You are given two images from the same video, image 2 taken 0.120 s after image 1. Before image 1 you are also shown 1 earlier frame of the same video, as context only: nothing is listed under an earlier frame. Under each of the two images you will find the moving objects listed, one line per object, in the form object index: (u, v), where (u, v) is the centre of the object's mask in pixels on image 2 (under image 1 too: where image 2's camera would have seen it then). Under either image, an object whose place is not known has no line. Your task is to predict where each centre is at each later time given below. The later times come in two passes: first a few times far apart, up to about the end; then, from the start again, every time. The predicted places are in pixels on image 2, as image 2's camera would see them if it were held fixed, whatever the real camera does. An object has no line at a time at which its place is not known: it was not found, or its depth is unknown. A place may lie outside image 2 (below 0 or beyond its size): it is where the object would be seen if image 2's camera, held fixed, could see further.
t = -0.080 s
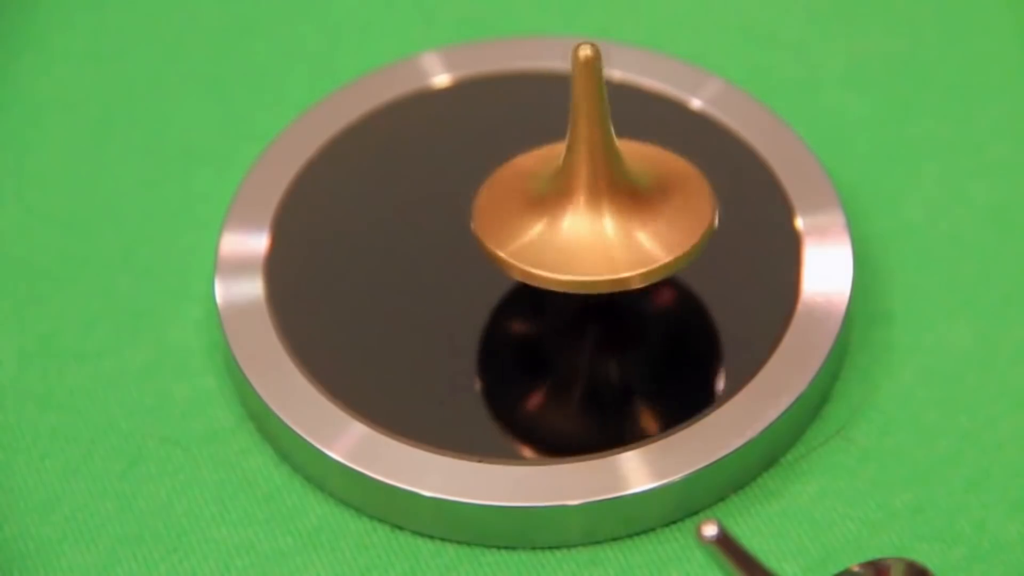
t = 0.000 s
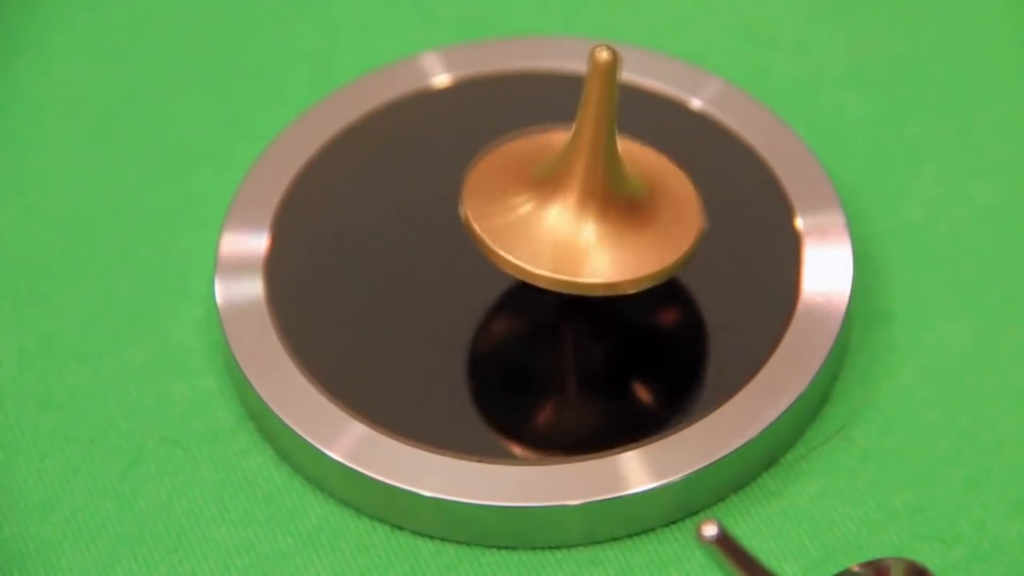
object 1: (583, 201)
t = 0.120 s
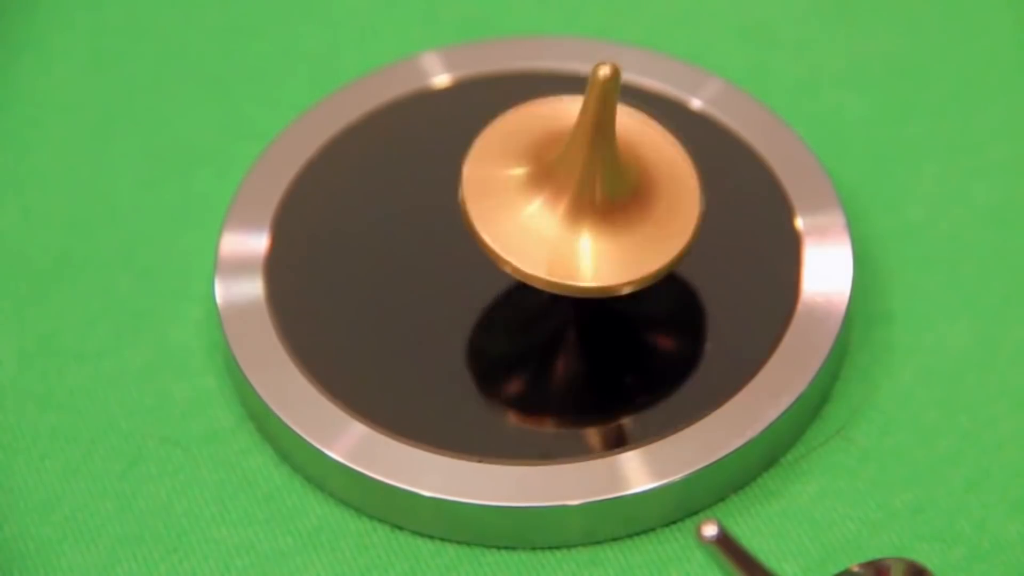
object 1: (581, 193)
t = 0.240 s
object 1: (596, 188)
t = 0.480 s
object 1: (586, 188)
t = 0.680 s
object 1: (583, 178)
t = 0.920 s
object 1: (588, 177)
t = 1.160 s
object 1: (570, 170)
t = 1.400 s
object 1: (578, 168)
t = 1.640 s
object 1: (556, 165)
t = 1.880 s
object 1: (564, 163)
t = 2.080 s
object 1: (543, 163)
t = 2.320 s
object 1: (550, 161)
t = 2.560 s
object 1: (530, 164)
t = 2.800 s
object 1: (535, 163)
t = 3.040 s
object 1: (517, 167)
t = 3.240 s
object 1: (521, 168)
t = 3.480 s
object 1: (512, 173)
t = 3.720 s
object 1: (512, 176)
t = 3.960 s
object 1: (505, 181)
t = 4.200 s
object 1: (506, 184)
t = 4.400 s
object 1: (505, 188)
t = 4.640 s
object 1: (502, 193)
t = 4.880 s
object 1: (505, 195)
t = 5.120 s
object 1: (505, 200)
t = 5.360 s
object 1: (508, 203)
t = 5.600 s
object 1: (510, 207)
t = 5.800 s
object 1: (515, 208)
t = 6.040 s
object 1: (515, 212)
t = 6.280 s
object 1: (522, 209)
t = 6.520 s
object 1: (524, 215)
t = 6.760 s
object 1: (529, 213)
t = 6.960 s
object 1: (530, 216)
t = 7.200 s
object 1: (537, 213)
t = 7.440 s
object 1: (539, 215)
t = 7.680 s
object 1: (543, 211)
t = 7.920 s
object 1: (547, 214)
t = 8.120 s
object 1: (549, 211)
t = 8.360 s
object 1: (551, 213)
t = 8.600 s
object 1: (552, 210)
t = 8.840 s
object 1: (556, 210)
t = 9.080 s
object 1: (555, 206)
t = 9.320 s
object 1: (561, 207)
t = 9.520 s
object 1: (559, 203)
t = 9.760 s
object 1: (564, 204)
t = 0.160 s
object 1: (586, 190)
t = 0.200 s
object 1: (591, 188)
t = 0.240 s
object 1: (596, 188)
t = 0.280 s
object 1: (599, 188)
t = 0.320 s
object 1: (600, 189)
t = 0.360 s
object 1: (599, 189)
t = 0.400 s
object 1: (597, 189)
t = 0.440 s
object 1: (592, 189)
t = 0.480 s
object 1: (586, 188)
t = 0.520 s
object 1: (581, 188)
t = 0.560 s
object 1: (578, 185)
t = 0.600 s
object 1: (577, 183)
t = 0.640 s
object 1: (579, 179)
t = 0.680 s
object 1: (583, 178)
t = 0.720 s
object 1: (587, 177)
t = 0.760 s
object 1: (590, 176)
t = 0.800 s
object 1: (592, 177)
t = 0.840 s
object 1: (593, 176)
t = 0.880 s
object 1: (592, 177)
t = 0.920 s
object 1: (588, 177)
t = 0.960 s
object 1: (583, 177)
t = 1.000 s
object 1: (577, 177)
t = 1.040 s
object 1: (572, 176)
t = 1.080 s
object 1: (569, 174)
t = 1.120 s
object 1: (568, 172)
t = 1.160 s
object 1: (570, 170)
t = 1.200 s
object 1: (573, 168)
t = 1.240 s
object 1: (576, 167)
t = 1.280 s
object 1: (579, 167)
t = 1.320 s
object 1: (580, 167)
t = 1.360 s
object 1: (580, 168)
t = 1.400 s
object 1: (578, 168)
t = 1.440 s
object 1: (574, 168)
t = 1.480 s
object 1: (568, 169)
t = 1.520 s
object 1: (563, 169)
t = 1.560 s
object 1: (558, 168)
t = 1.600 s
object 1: (556, 166)
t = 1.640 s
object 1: (556, 165)
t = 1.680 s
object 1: (558, 163)
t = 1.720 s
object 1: (561, 162)
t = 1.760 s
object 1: (563, 162)
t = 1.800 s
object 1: (565, 162)
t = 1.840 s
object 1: (565, 162)
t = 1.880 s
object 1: (564, 163)
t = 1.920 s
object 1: (561, 164)
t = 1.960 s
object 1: (557, 164)
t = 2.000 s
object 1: (551, 164)
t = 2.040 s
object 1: (546, 164)
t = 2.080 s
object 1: (543, 163)
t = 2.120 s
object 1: (542, 162)
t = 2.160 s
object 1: (542, 162)
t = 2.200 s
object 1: (544, 161)
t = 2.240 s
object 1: (547, 160)
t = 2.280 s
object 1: (549, 160)
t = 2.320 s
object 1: (550, 161)
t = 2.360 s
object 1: (550, 161)
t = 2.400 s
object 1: (548, 162)
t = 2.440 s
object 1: (544, 163)
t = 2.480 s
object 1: (538, 164)
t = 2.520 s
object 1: (533, 164)
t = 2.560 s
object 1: (530, 164)
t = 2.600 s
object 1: (528, 164)
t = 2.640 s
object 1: (528, 163)
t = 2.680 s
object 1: (529, 163)
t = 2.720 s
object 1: (532, 163)
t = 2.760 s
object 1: (534, 163)
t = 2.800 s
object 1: (535, 163)
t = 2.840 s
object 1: (535, 164)
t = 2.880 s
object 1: (534, 165)
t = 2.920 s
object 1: (530, 166)
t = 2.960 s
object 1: (526, 167)
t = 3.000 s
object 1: (521, 167)
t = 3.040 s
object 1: (517, 167)
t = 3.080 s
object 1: (516, 168)
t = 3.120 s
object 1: (515, 168)
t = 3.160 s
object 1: (516, 168)
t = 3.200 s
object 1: (518, 168)
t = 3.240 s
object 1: (521, 168)
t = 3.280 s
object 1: (523, 168)
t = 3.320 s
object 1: (523, 169)
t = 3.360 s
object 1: (523, 171)
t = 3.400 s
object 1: (520, 171)
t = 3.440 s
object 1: (516, 172)
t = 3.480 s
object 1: (512, 173)
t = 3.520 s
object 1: (508, 174)
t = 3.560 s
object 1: (507, 174)
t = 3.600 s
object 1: (506, 175)
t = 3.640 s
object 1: (507, 175)
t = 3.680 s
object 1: (509, 175)
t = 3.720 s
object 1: (512, 176)
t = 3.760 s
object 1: (514, 176)
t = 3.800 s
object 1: (515, 176)
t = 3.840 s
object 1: (514, 178)
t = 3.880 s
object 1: (512, 179)
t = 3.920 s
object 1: (509, 180)
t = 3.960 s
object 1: (505, 181)
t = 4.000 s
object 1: (502, 182)
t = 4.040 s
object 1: (501, 182)
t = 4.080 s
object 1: (501, 183)
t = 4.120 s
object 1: (501, 184)
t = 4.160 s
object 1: (504, 184)
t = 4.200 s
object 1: (506, 184)
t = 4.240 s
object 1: (508, 184)
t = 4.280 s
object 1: (510, 185)
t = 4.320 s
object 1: (510, 187)
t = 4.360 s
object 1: (508, 188)
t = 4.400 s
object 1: (505, 188)
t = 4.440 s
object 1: (502, 188)
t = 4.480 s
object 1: (500, 189)
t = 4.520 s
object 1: (499, 191)
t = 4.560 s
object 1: (498, 192)
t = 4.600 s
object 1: (500, 193)
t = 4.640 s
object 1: (502, 193)
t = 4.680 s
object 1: (505, 192)
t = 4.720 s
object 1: (508, 193)
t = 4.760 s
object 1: (509, 194)
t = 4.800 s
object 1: (509, 194)
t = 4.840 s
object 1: (507, 194)
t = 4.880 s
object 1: (505, 195)
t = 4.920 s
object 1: (503, 197)
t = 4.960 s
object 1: (501, 198)
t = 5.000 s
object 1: (500, 198)
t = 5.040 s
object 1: (500, 200)
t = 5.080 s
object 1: (502, 200)
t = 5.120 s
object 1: (505, 200)
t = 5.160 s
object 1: (508, 200)
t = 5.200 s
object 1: (510, 201)
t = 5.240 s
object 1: (512, 201)
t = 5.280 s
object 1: (511, 201)
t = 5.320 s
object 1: (510, 202)
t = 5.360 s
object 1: (508, 203)
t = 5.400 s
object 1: (507, 204)
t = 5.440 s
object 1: (505, 204)
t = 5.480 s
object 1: (504, 206)
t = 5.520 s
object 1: (505, 207)
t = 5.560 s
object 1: (507, 207)
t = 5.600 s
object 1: (510, 207)
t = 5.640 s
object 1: (513, 207)
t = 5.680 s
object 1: (516, 207)
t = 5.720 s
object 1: (517, 208)
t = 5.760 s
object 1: (516, 208)
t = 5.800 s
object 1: (515, 208)
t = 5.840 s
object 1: (514, 207)
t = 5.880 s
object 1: (512, 209)
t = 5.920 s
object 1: (511, 211)
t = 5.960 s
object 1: (511, 212)
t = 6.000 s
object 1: (512, 211)
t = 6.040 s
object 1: (515, 212)
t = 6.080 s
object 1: (518, 212)
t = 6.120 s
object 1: (521, 211)
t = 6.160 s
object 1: (523, 212)
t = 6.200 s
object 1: (523, 212)
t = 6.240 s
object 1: (522, 210)
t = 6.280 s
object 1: (522, 209)
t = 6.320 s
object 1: (521, 212)
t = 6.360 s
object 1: (519, 214)
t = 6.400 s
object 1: (518, 214)
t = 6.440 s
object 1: (519, 214)
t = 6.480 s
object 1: (521, 215)
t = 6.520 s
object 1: (524, 215)
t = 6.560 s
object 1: (527, 214)
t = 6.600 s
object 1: (530, 214)
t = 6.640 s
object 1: (531, 214)
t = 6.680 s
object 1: (530, 213)
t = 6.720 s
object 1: (530, 212)
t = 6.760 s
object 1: (529, 213)
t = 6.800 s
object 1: (528, 214)
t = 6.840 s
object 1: (526, 215)
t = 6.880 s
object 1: (526, 215)
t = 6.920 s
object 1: (528, 215)
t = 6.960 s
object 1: (530, 216)
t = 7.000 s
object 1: (534, 215)
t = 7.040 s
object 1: (536, 214)
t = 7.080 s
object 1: (538, 214)
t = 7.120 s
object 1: (538, 214)
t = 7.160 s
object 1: (538, 214)
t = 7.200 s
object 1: (537, 213)
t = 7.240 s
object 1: (535, 213)
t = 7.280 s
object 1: (534, 215)
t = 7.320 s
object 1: (533, 215)
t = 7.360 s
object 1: (534, 215)
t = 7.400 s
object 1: (536, 215)
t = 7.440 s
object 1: (539, 215)
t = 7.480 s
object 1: (542, 214)
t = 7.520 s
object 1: (544, 214)
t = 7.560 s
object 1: (545, 214)
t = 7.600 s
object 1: (545, 214)
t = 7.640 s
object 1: (544, 212)
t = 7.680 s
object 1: (543, 211)
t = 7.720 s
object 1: (541, 213)
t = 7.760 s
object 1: (540, 214)
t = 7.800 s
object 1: (540, 215)
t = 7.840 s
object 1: (542, 214)
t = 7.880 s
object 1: (544, 215)
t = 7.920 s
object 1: (547, 214)
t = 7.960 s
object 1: (549, 214)
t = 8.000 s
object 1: (550, 213)
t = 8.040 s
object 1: (550, 212)
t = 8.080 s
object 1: (550, 211)
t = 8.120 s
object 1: (549, 211)
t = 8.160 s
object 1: (547, 212)
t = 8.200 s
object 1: (546, 212)
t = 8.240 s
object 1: (546, 212)
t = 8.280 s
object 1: (547, 213)
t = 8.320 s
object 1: (548, 213)
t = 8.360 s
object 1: (551, 213)
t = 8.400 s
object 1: (553, 212)
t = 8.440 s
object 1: (554, 211)
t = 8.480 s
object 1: (555, 210)
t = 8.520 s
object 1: (555, 209)
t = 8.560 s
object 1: (554, 210)
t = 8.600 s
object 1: (552, 210)
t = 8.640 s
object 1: (551, 209)
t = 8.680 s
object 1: (550, 210)
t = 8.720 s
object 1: (550, 210)
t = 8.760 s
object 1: (552, 211)
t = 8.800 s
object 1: (554, 211)
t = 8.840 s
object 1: (556, 210)
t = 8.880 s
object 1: (557, 209)
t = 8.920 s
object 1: (558, 208)
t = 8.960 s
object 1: (559, 208)
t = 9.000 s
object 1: (558, 207)
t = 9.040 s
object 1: (557, 207)
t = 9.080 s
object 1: (555, 206)
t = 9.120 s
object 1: (554, 208)
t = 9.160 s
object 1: (554, 208)
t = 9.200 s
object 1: (555, 208)
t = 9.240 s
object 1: (557, 208)
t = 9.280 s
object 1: (559, 207)
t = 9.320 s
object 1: (561, 207)
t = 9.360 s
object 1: (563, 206)
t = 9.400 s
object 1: (563, 205)
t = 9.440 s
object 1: (563, 204)
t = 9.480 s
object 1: (561, 203)
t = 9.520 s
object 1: (559, 203)
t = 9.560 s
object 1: (558, 205)
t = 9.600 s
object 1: (558, 205)
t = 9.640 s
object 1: (558, 205)
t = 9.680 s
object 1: (560, 205)
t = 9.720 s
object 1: (562, 204)
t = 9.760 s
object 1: (564, 204)
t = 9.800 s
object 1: (564, 203)
